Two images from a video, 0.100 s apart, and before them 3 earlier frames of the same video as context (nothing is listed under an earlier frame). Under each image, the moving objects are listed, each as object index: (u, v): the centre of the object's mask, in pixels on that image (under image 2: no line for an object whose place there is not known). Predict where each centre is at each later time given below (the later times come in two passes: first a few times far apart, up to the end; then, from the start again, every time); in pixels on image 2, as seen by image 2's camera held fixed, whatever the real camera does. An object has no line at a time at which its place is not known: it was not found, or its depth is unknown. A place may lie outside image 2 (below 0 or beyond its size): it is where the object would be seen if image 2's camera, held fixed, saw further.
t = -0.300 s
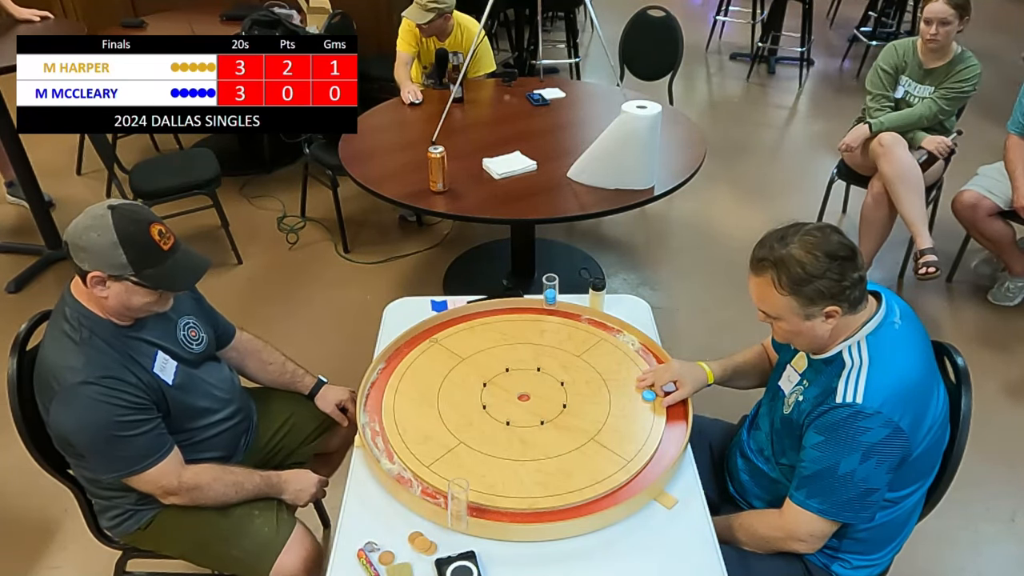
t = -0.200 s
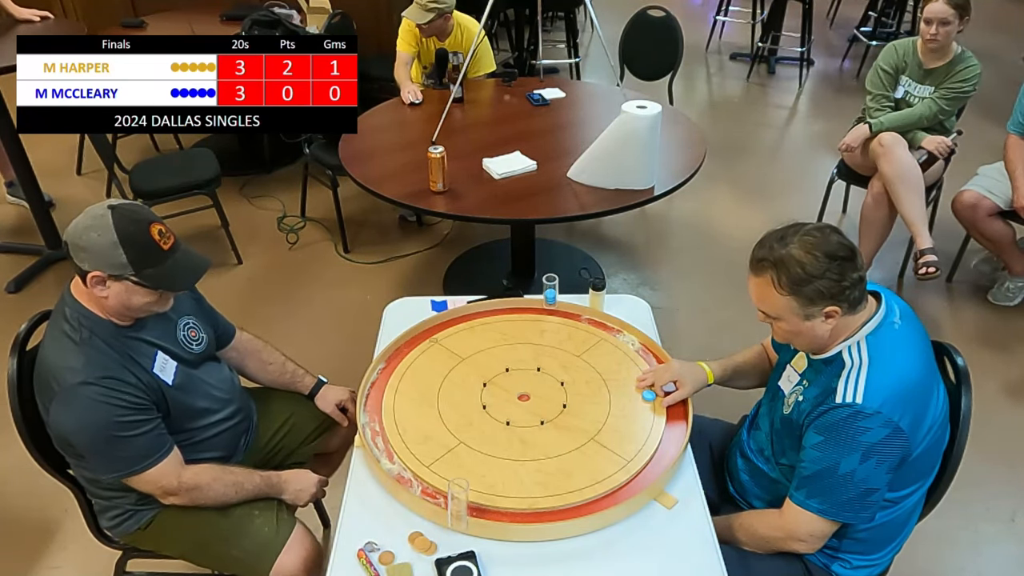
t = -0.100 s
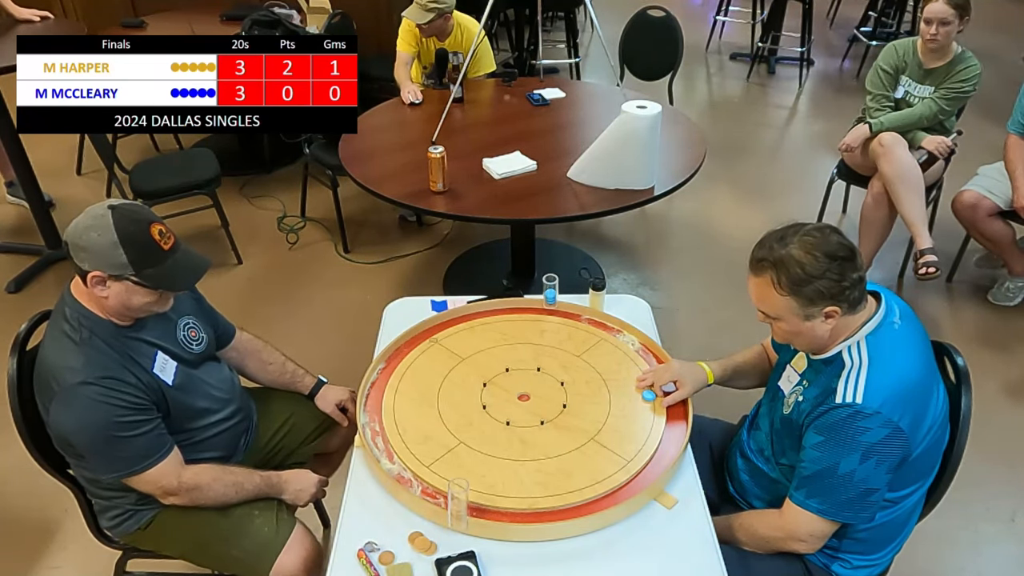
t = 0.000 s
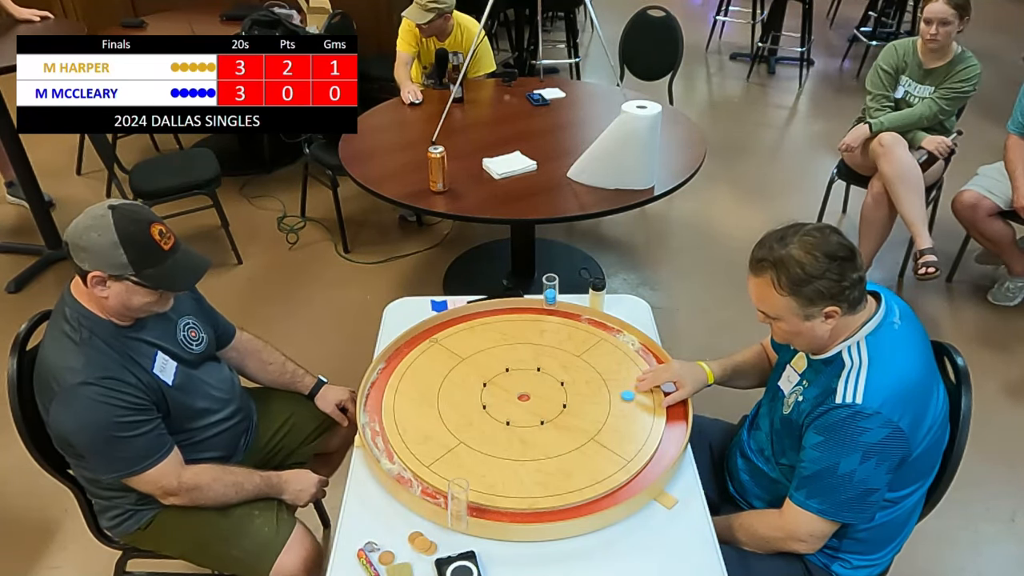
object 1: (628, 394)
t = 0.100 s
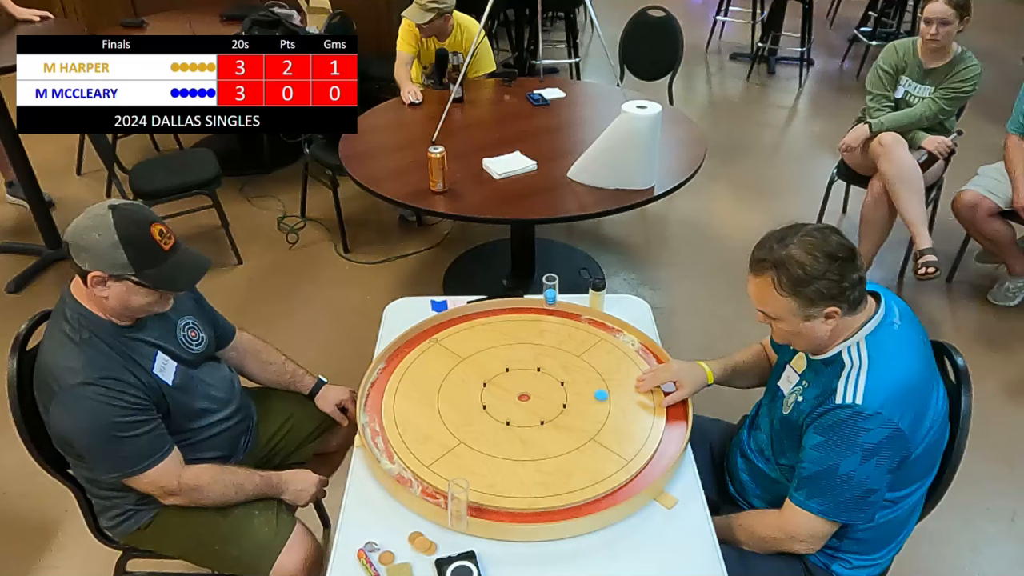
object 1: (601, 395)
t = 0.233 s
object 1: (572, 394)
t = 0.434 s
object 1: (539, 394)
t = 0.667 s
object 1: (524, 396)
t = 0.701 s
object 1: (524, 396)
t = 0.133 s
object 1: (594, 394)
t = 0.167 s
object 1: (585, 395)
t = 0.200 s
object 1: (579, 395)
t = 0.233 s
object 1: (572, 394)
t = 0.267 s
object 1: (565, 395)
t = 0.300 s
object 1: (559, 394)
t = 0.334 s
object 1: (553, 394)
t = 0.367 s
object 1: (548, 394)
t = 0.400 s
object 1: (543, 394)
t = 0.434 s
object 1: (539, 394)
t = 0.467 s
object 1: (535, 395)
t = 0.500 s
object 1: (531, 394)
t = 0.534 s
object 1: (528, 395)
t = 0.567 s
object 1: (526, 395)
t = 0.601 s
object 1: (524, 396)
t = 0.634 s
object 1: (524, 396)
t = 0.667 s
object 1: (524, 396)
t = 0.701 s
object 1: (524, 396)
